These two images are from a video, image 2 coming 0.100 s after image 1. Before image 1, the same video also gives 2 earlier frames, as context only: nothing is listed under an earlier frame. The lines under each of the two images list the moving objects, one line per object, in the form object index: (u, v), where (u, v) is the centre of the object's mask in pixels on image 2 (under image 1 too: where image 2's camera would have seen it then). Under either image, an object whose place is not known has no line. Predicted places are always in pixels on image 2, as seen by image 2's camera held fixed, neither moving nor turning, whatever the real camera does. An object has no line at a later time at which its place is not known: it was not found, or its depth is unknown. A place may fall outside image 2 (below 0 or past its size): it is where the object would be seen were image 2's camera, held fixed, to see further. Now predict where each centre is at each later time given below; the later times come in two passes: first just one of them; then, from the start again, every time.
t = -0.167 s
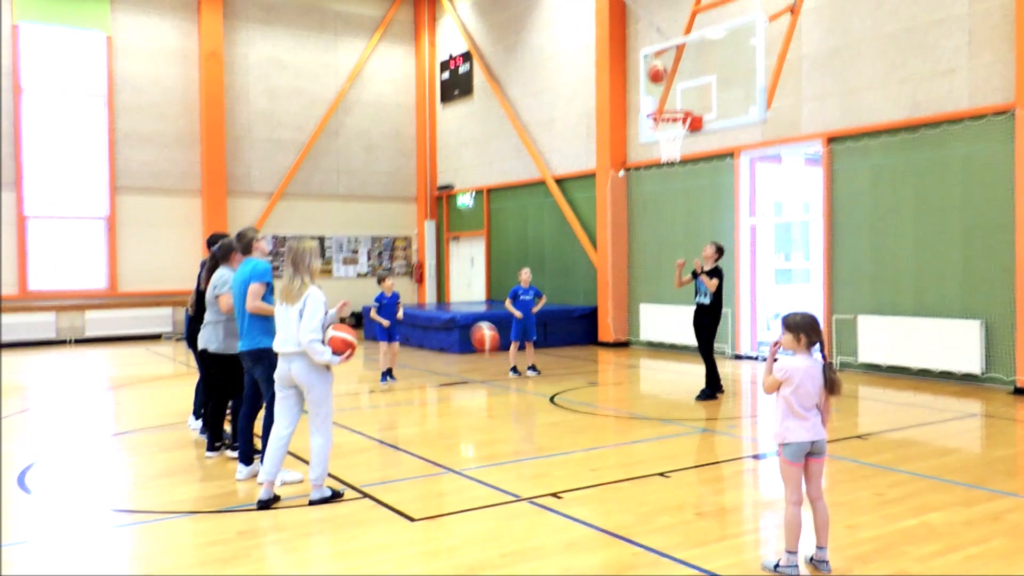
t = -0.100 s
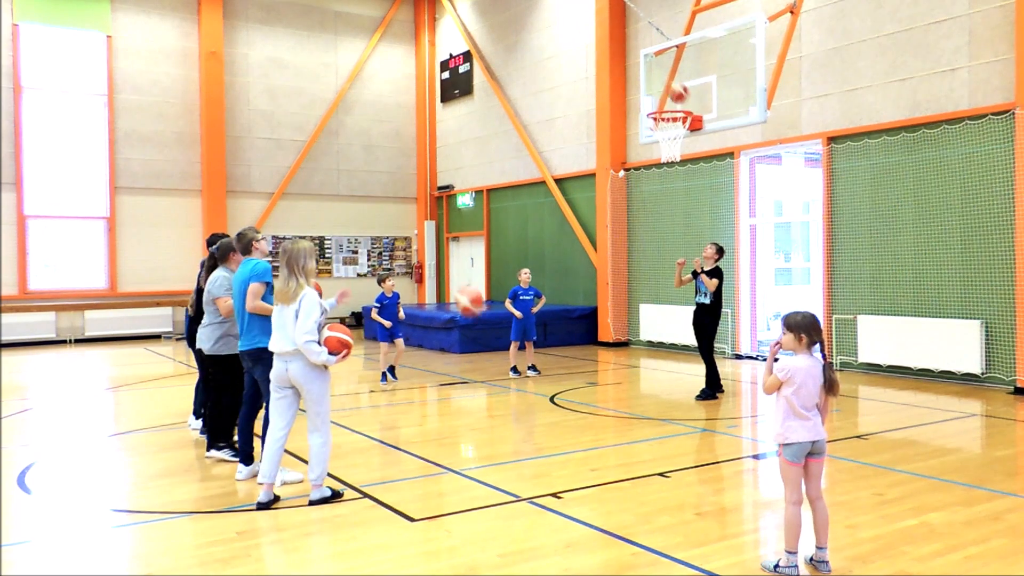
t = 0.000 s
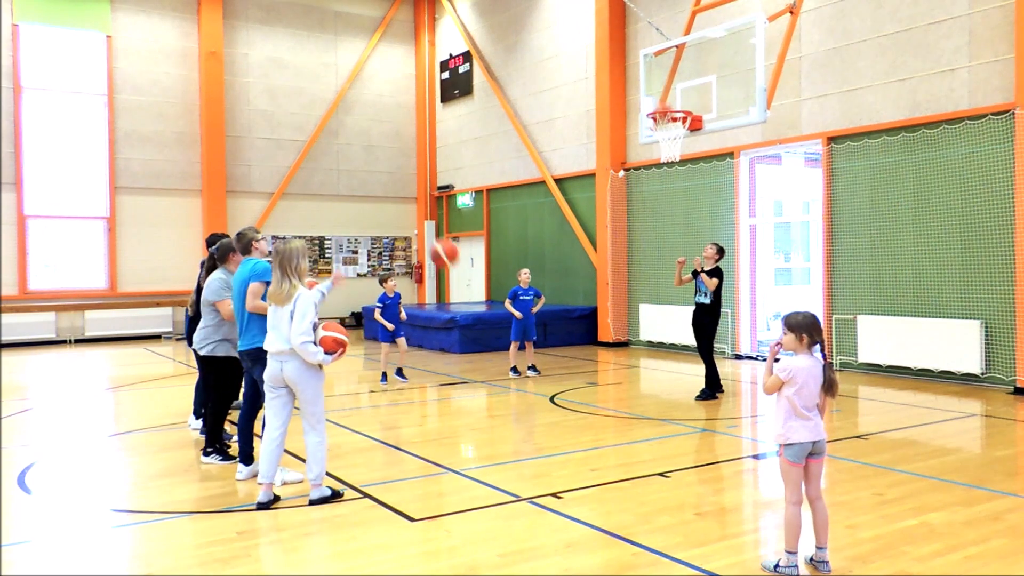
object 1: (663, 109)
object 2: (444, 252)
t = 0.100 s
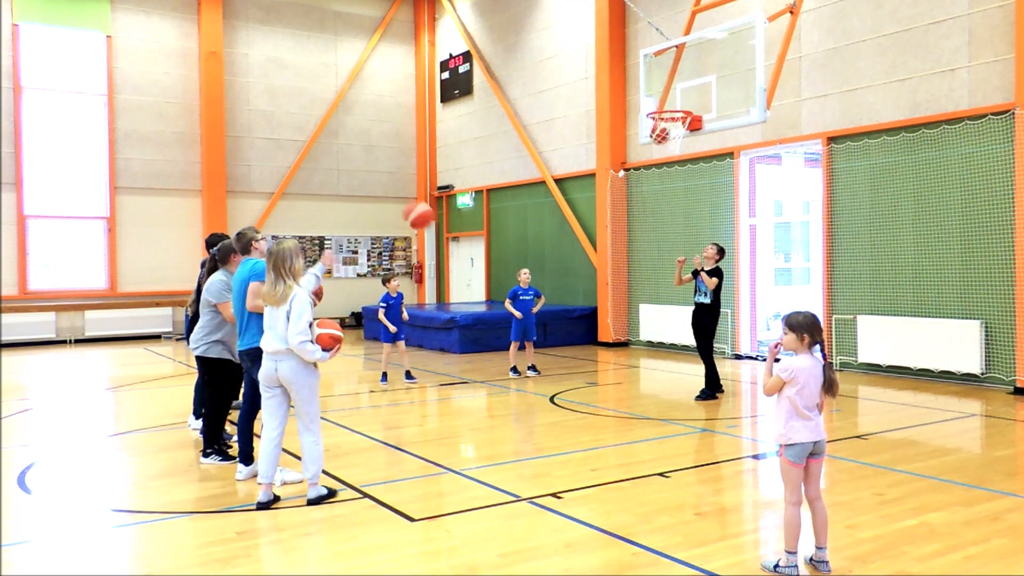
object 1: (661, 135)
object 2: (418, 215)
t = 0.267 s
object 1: (679, 143)
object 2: (372, 179)
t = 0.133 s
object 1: (663, 138)
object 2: (409, 206)
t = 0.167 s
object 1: (667, 138)
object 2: (400, 197)
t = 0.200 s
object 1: (671, 139)
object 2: (391, 190)
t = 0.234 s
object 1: (675, 140)
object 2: (382, 184)
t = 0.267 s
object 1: (679, 143)
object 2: (372, 179)
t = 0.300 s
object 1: (683, 146)
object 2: (362, 175)
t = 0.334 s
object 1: (688, 151)
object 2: (352, 174)
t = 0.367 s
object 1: (692, 157)
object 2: (342, 175)
